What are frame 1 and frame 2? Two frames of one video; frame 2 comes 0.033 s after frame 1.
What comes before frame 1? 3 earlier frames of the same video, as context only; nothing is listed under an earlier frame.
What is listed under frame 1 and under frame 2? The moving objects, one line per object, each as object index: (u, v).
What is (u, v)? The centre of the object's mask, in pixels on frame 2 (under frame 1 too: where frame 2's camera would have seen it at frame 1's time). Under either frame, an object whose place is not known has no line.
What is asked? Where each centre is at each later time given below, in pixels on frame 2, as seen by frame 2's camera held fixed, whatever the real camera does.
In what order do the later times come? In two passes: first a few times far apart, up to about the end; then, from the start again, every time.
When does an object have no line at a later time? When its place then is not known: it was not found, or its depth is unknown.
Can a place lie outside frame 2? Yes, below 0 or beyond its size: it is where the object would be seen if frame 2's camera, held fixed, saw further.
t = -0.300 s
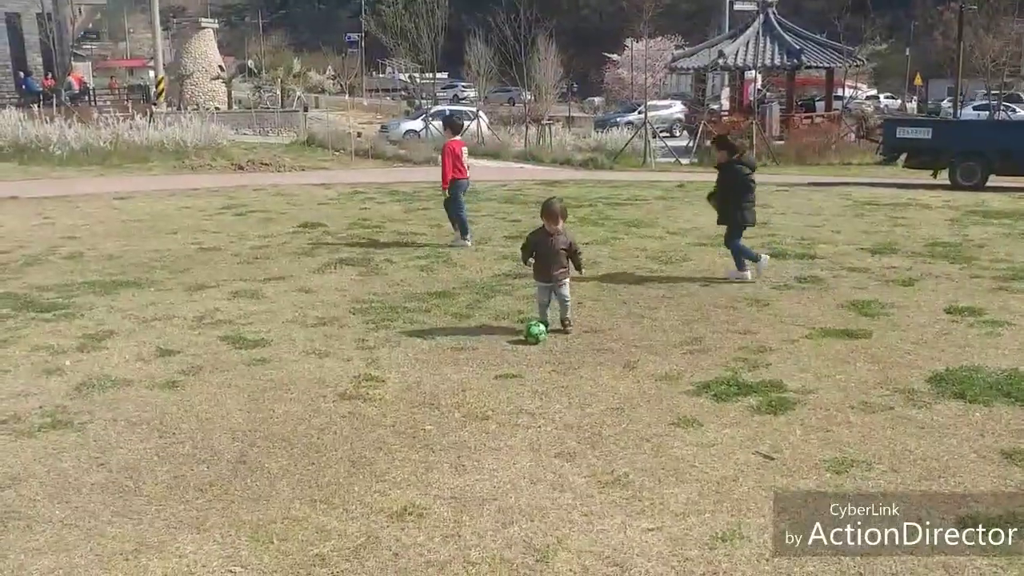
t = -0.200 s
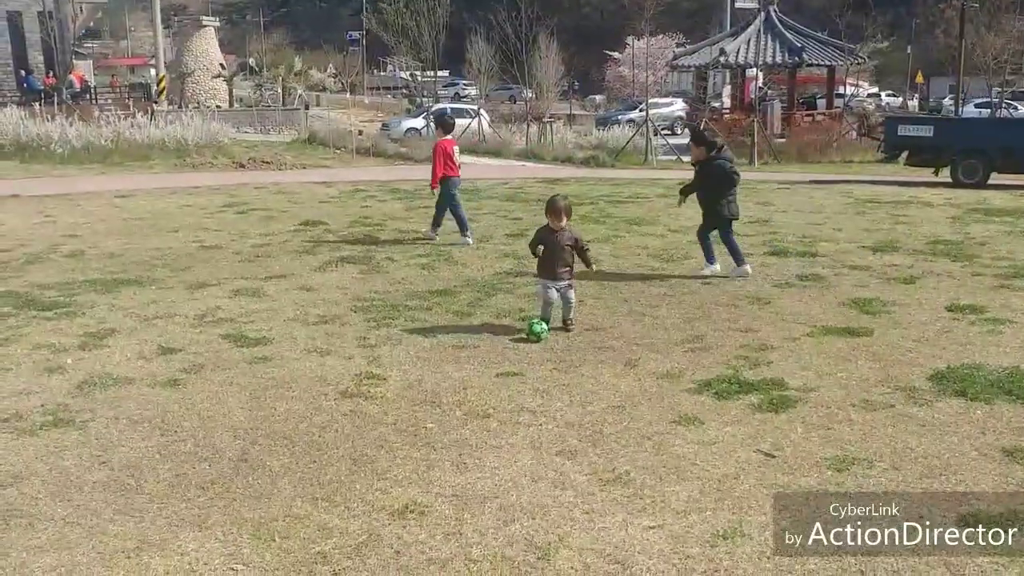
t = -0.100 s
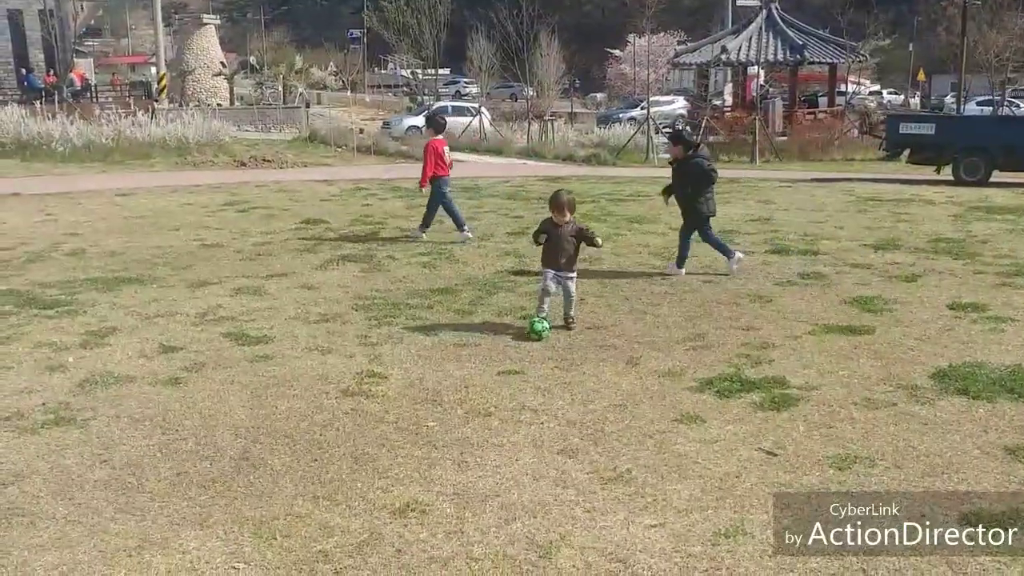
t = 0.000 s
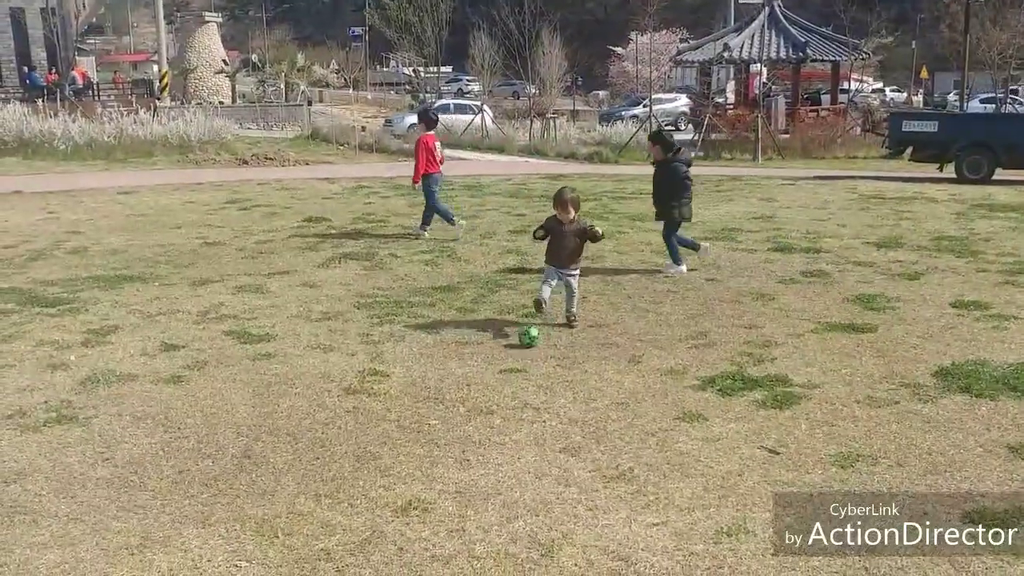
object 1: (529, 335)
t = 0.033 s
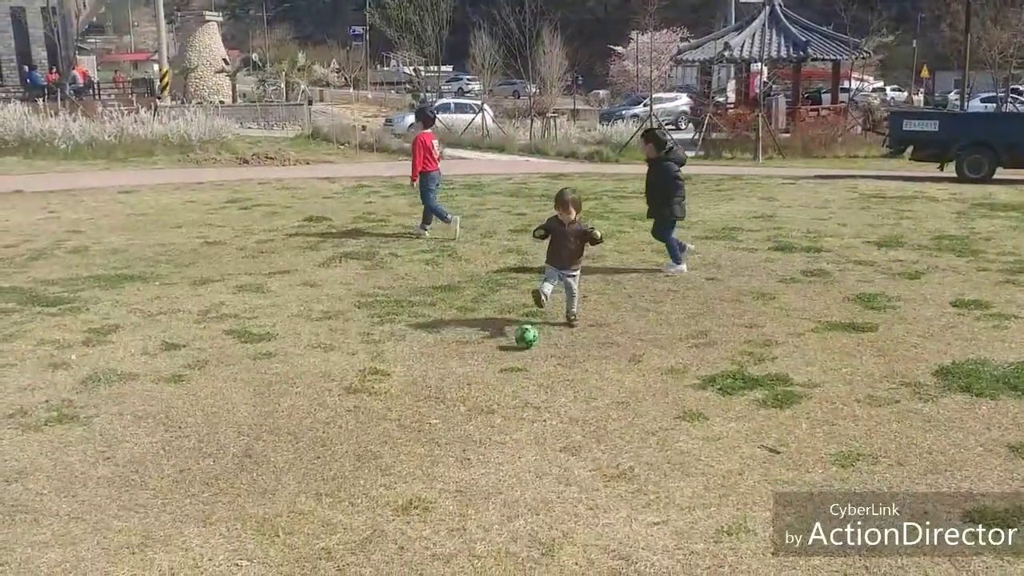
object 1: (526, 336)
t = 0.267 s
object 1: (501, 353)
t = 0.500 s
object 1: (477, 361)
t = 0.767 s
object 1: (449, 374)
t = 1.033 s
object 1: (422, 388)
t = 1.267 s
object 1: (399, 397)
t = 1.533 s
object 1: (373, 403)
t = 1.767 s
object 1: (354, 410)
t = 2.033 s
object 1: (340, 413)
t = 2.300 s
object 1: (329, 418)
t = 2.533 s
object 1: (324, 421)
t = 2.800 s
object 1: (323, 421)
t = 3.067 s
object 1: (323, 421)
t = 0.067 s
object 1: (522, 339)
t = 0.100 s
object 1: (519, 342)
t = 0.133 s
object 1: (515, 345)
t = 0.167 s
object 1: (511, 348)
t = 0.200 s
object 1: (508, 350)
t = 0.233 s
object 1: (506, 352)
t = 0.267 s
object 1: (501, 353)
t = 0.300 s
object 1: (498, 355)
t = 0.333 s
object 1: (495, 356)
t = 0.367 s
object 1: (491, 356)
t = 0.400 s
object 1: (488, 357)
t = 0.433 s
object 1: (483, 358)
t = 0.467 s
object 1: (480, 359)
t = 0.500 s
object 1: (477, 361)
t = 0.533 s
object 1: (473, 362)
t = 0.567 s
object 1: (469, 363)
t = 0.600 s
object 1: (466, 363)
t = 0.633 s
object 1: (463, 365)
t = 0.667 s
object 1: (460, 368)
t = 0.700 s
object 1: (457, 370)
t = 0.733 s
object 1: (453, 371)
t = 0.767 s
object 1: (449, 374)
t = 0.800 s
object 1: (446, 375)
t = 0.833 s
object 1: (442, 376)
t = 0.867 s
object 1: (439, 378)
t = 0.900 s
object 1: (436, 380)
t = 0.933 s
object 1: (433, 382)
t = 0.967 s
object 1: (429, 384)
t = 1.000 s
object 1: (426, 386)
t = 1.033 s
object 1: (422, 388)
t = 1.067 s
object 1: (419, 390)
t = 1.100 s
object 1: (416, 391)
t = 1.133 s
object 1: (413, 392)
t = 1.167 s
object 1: (410, 393)
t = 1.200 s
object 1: (406, 395)
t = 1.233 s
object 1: (403, 395)
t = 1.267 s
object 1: (399, 397)
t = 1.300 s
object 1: (397, 398)
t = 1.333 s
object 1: (393, 399)
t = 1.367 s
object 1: (390, 400)
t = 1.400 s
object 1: (386, 401)
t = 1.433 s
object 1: (383, 402)
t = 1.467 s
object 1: (379, 402)
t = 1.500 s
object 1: (376, 402)
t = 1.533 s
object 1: (373, 403)
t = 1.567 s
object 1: (371, 404)
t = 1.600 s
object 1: (367, 403)
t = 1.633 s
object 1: (364, 406)
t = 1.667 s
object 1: (361, 407)
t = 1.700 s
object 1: (359, 408)
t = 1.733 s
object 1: (357, 409)
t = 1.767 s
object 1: (354, 410)
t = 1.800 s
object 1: (351, 411)
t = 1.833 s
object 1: (349, 411)
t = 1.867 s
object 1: (346, 411)
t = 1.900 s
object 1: (344, 412)
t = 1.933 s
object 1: (343, 412)
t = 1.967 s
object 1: (342, 413)
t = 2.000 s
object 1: (340, 414)
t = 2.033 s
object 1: (340, 413)
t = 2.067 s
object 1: (338, 414)
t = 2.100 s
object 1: (336, 415)
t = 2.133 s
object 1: (335, 416)
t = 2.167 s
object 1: (333, 417)
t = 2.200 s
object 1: (332, 417)
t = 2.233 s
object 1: (331, 417)
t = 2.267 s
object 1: (330, 418)
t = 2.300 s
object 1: (329, 418)
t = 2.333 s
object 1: (328, 419)
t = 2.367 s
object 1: (327, 420)
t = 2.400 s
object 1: (326, 420)
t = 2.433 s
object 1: (326, 420)
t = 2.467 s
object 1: (325, 420)
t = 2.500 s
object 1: (324, 421)
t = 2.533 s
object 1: (324, 421)
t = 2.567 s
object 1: (324, 421)
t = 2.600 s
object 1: (324, 421)
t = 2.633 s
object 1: (324, 421)
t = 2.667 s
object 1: (324, 421)
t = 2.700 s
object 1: (323, 421)
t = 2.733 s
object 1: (324, 421)
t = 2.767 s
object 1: (323, 421)
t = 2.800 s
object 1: (323, 421)
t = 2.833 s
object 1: (323, 421)
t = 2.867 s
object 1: (323, 421)
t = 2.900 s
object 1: (323, 421)
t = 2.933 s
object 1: (323, 421)
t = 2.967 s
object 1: (324, 421)
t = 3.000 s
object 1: (324, 421)
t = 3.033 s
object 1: (324, 421)
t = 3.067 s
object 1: (323, 421)
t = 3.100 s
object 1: (323, 420)
